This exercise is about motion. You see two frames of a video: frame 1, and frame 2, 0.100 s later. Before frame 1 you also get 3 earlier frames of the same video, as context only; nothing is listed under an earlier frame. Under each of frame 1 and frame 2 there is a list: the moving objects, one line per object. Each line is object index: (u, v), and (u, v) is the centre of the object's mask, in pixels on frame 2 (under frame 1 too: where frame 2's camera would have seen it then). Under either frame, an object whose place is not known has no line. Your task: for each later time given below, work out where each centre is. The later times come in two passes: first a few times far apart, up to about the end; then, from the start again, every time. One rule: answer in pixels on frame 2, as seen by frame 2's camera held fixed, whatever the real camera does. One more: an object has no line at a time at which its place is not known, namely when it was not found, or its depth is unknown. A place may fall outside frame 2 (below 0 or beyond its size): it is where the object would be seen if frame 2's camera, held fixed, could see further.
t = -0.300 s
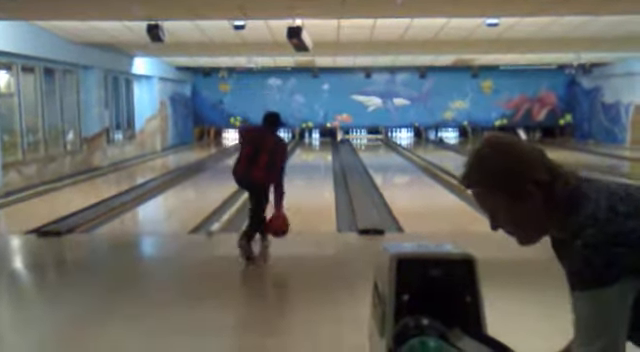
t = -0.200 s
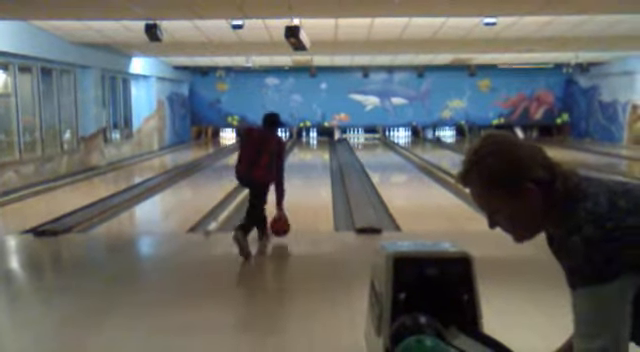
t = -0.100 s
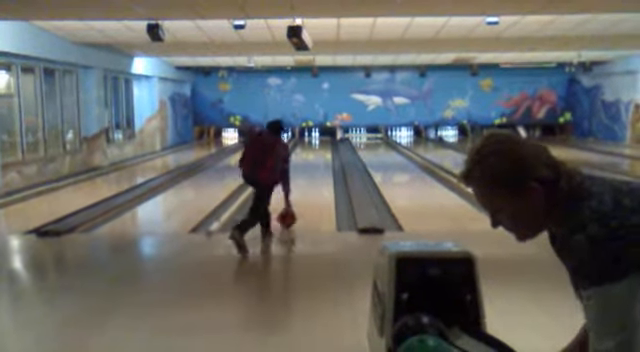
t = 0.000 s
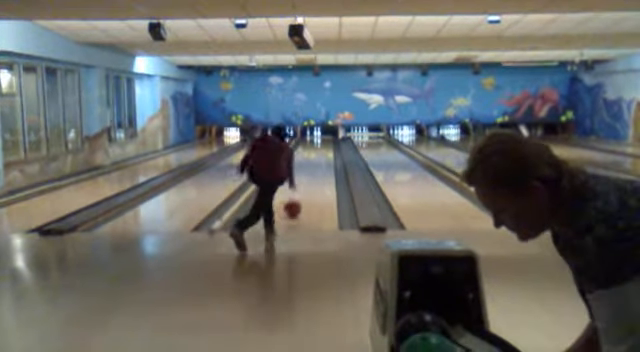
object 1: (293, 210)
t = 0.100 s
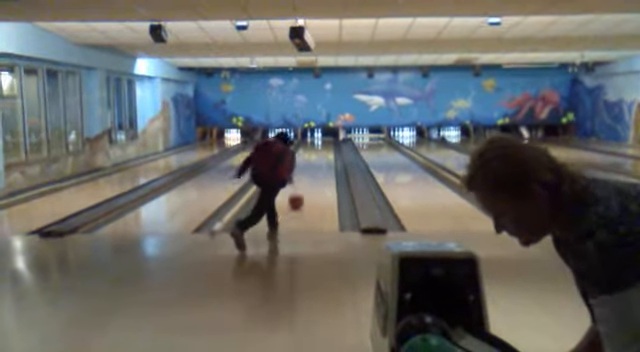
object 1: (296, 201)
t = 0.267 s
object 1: (300, 189)
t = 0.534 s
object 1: (304, 179)
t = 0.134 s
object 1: (296, 199)
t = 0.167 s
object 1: (297, 197)
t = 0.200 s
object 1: (298, 194)
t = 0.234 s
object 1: (299, 192)
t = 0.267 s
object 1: (300, 189)
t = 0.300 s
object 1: (300, 188)
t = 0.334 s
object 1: (301, 186)
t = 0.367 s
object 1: (302, 183)
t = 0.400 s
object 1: (302, 183)
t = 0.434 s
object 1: (303, 181)
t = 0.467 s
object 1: (303, 181)
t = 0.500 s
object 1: (303, 179)
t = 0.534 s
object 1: (304, 179)
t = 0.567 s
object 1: (304, 178)
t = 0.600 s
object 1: (304, 177)
